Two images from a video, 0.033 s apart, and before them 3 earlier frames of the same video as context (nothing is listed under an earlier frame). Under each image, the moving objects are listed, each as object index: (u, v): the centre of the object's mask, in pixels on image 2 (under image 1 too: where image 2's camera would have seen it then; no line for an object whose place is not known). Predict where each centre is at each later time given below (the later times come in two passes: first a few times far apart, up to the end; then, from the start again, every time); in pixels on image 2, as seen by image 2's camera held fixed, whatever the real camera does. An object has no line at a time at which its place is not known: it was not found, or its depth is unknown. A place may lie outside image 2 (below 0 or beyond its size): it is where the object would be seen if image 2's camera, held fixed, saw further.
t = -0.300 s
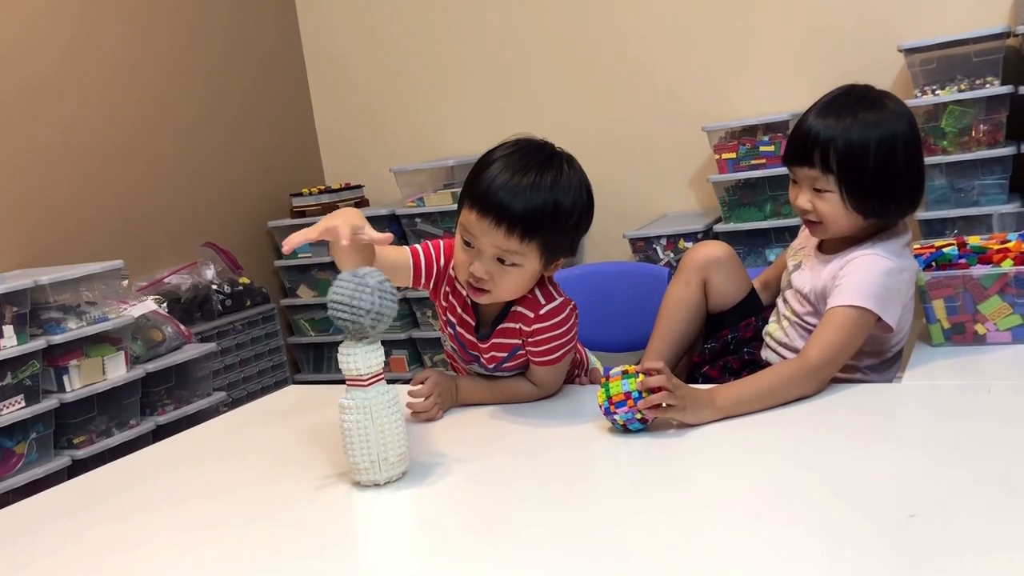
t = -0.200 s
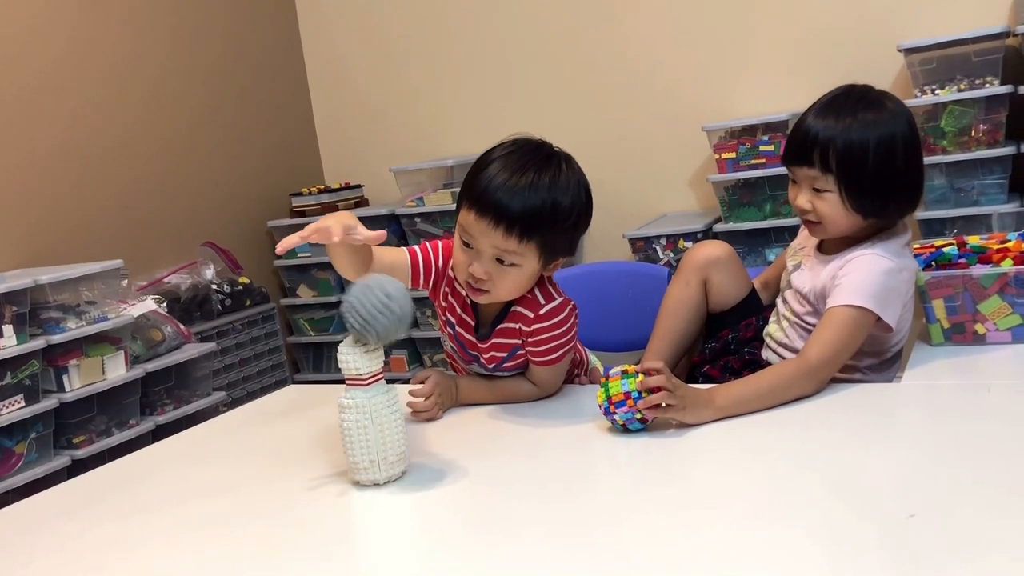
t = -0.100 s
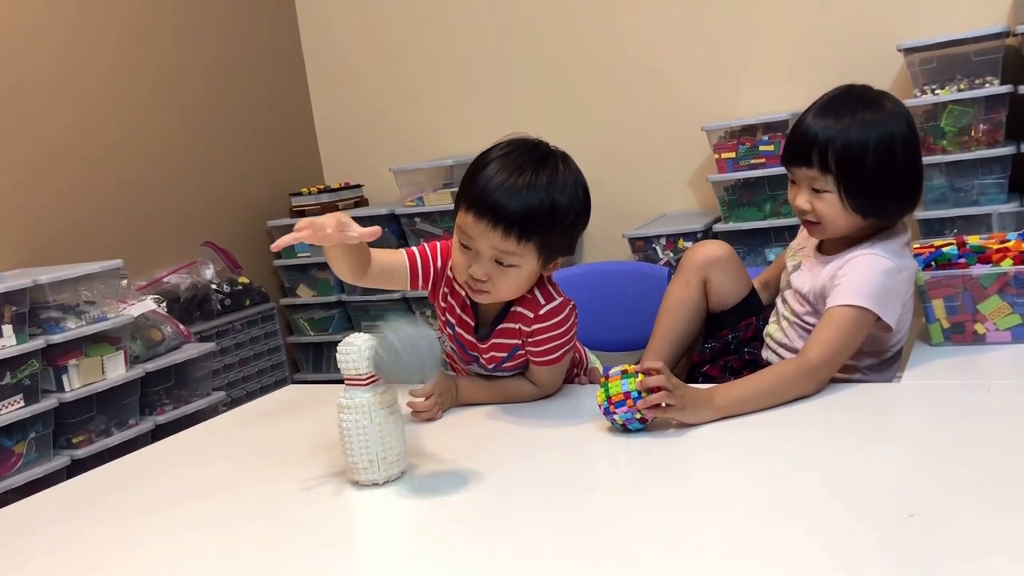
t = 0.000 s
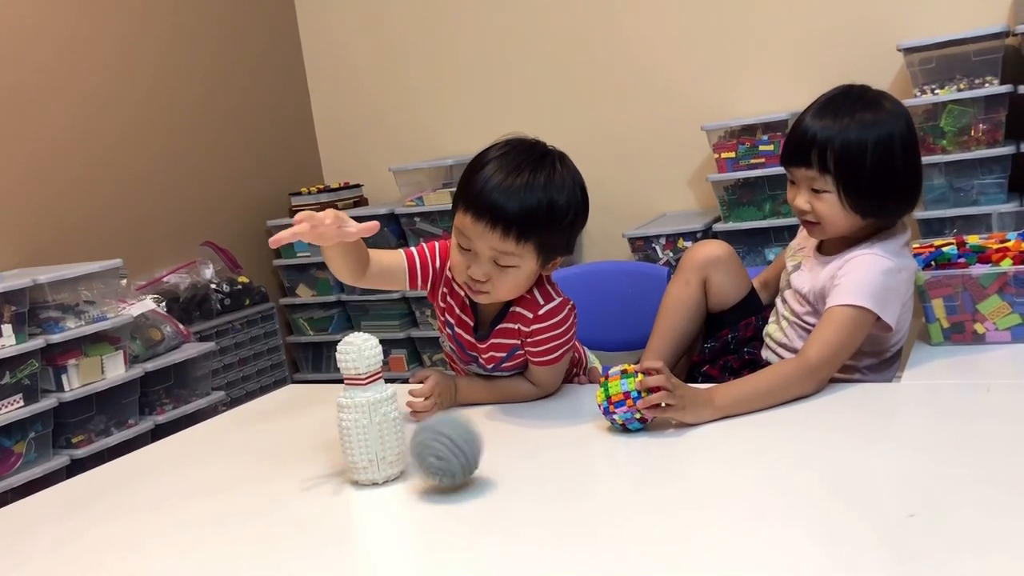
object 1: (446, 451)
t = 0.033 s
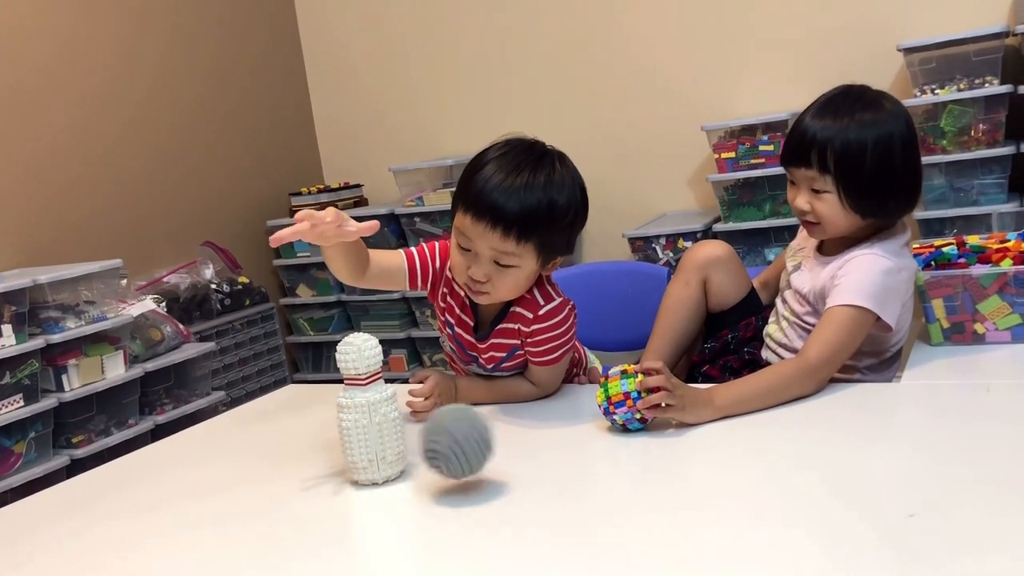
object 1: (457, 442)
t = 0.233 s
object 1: (542, 479)
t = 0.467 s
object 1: (657, 528)
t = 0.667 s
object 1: (767, 574)
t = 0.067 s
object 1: (469, 444)
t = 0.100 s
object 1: (483, 456)
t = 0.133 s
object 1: (498, 463)
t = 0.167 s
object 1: (512, 466)
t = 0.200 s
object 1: (528, 476)
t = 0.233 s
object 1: (542, 479)
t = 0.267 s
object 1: (559, 488)
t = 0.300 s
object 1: (573, 492)
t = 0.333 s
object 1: (590, 501)
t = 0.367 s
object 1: (606, 507)
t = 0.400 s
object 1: (623, 514)
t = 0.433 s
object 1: (641, 521)
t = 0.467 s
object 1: (657, 528)
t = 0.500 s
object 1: (676, 537)
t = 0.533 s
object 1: (694, 544)
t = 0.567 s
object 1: (712, 551)
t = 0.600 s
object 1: (730, 559)
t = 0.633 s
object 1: (746, 565)
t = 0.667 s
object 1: (767, 574)
